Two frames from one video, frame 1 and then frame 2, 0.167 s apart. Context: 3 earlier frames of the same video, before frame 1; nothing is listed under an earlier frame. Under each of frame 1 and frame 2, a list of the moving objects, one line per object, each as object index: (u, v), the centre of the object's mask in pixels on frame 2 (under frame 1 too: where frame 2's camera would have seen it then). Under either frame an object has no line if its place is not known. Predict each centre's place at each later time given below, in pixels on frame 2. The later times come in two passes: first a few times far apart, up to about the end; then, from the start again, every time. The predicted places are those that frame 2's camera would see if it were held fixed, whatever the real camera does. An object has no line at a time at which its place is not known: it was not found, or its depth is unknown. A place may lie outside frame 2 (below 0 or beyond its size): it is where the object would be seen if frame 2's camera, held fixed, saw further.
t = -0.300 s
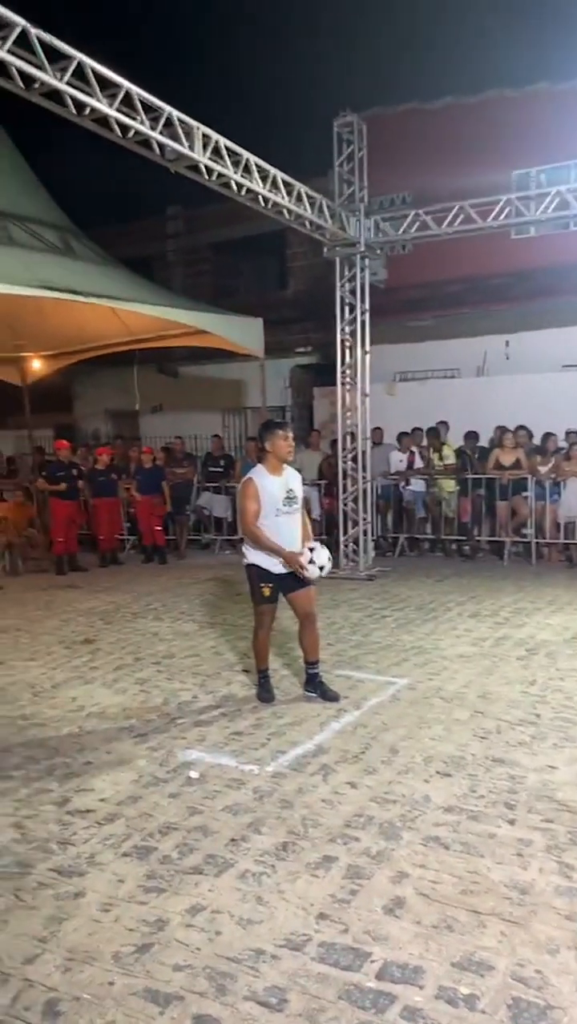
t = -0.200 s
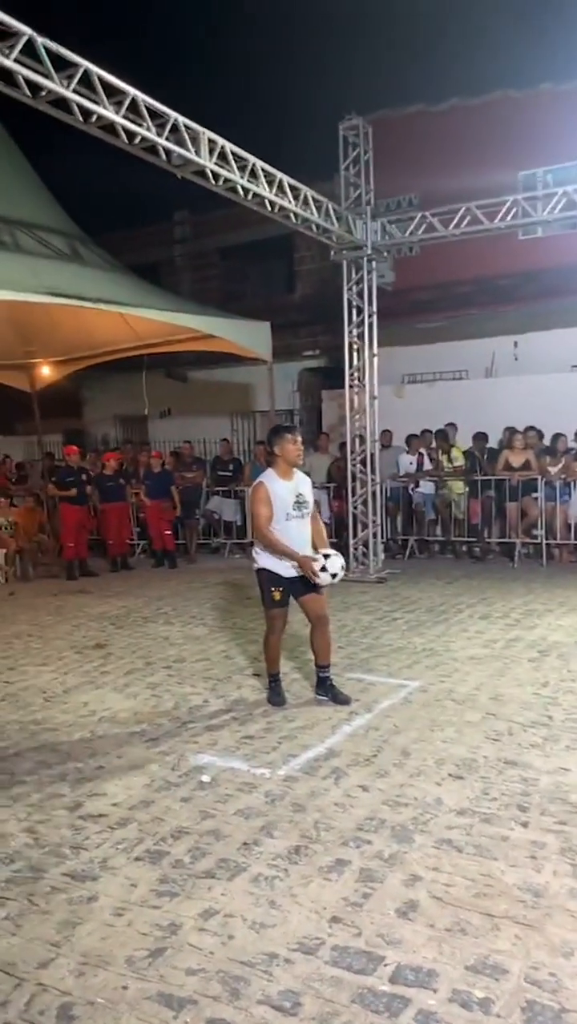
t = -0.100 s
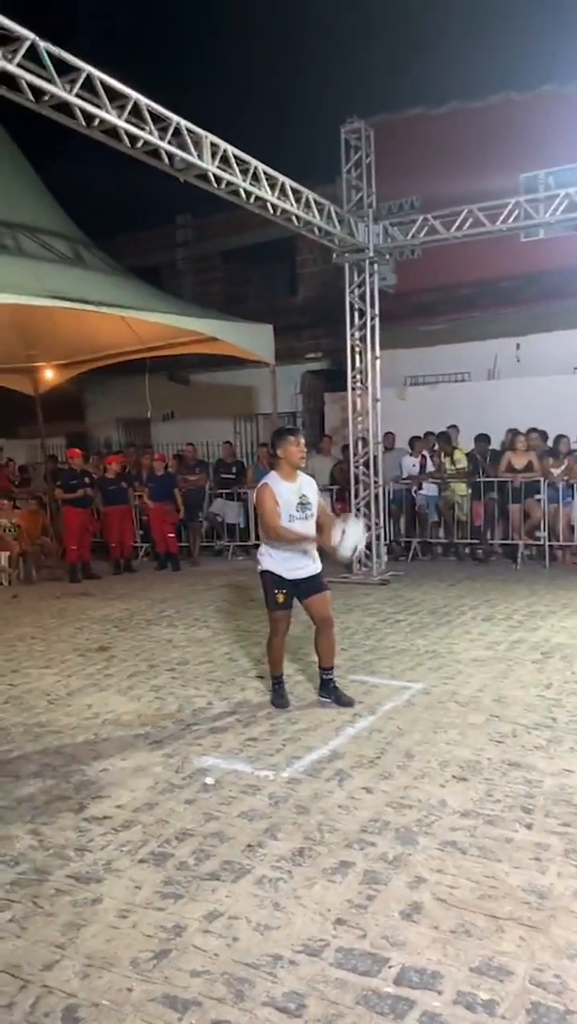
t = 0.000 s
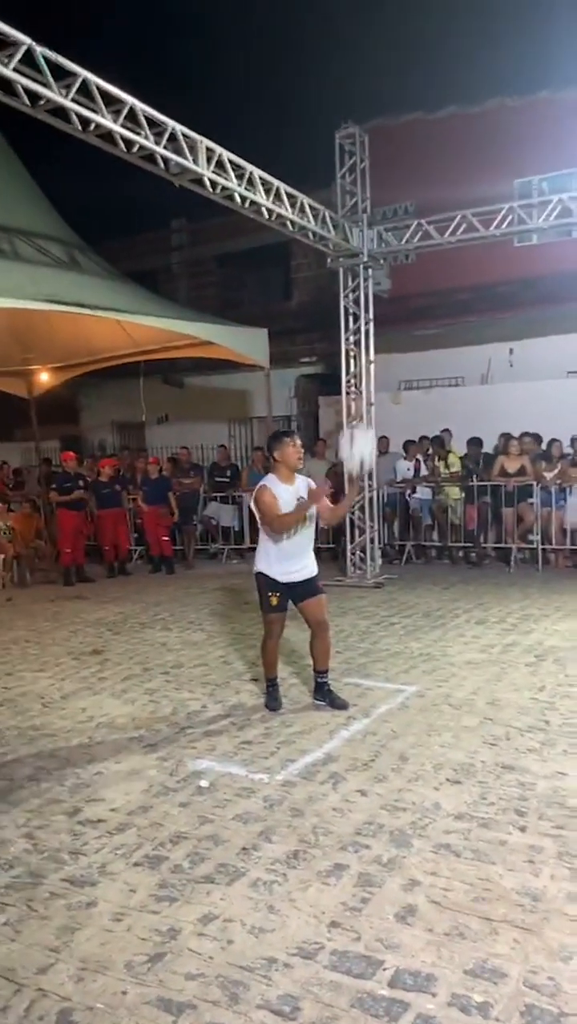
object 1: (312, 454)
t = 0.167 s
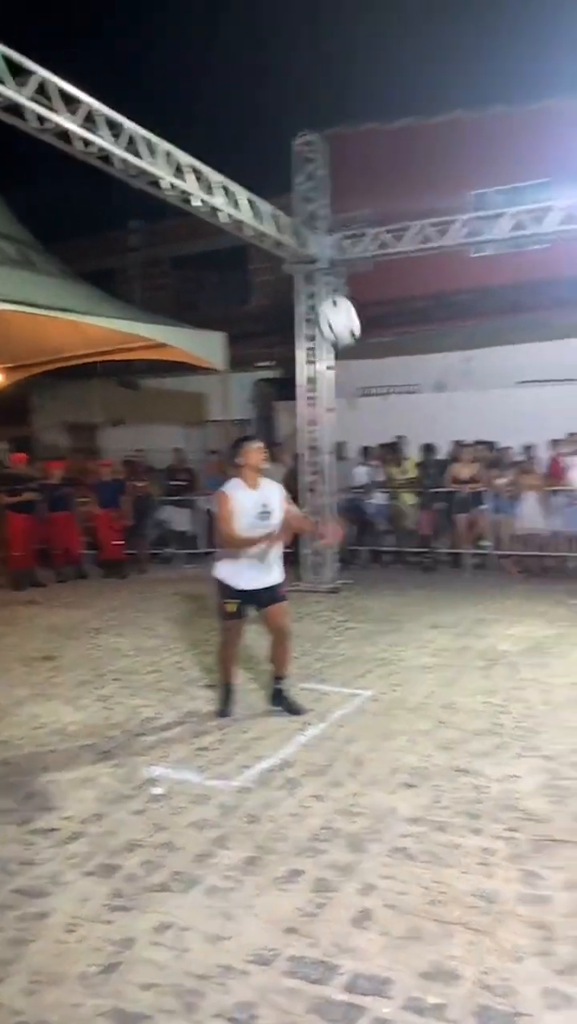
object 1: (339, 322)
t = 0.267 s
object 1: (356, 262)
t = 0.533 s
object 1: (406, 192)
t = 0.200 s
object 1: (344, 300)
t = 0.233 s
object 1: (350, 280)
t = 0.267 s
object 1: (356, 262)
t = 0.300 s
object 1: (362, 246)
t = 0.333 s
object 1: (368, 231)
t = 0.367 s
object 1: (374, 218)
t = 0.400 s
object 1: (380, 209)
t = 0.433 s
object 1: (387, 202)
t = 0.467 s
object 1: (393, 196)
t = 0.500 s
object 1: (400, 193)
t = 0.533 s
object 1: (406, 192)
